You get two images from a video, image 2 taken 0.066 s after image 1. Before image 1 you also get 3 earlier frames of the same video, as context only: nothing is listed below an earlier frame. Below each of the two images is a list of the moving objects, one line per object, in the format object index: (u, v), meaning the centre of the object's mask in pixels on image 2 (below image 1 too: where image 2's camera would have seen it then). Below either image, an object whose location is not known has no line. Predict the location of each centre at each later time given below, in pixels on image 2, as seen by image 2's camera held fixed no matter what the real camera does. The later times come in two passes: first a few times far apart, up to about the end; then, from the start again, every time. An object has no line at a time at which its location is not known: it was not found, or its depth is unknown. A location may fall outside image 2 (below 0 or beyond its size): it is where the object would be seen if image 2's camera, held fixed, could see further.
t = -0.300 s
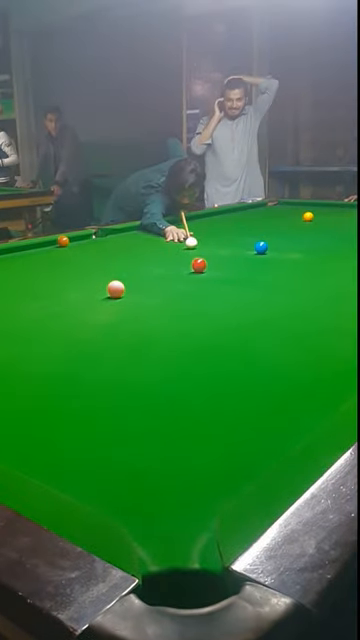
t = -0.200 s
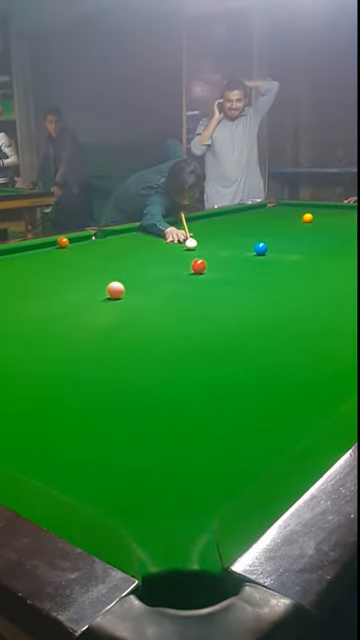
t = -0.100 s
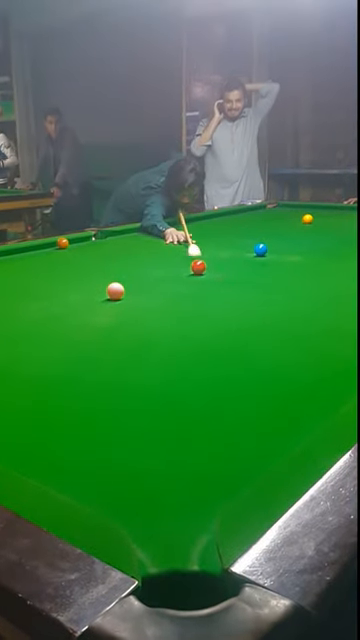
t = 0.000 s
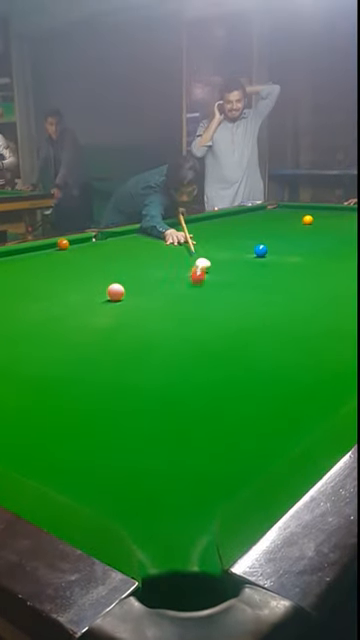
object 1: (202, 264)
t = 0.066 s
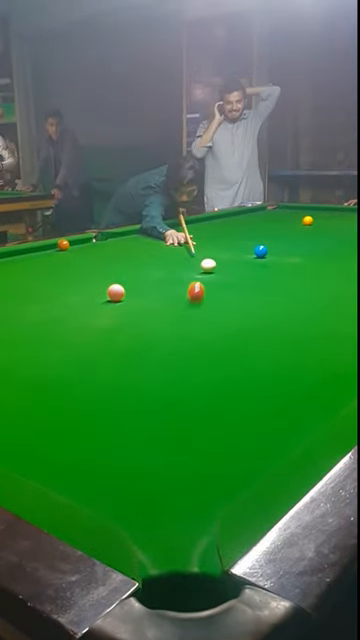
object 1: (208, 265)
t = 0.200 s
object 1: (216, 263)
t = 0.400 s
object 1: (227, 261)
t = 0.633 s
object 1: (239, 259)
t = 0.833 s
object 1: (248, 257)
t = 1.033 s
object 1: (256, 256)
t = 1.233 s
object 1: (263, 255)
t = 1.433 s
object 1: (269, 254)
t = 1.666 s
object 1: (276, 253)
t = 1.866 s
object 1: (281, 252)
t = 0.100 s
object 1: (210, 264)
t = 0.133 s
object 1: (212, 264)
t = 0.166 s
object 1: (214, 263)
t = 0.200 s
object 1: (216, 263)
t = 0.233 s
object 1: (218, 263)
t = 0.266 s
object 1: (220, 262)
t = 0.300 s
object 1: (222, 262)
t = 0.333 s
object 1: (224, 261)
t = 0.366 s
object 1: (225, 261)
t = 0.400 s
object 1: (227, 261)
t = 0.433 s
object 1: (229, 260)
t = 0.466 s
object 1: (231, 260)
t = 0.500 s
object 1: (232, 260)
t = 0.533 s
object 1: (234, 260)
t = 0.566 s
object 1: (236, 259)
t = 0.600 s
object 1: (238, 259)
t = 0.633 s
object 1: (239, 259)
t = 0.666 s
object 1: (241, 258)
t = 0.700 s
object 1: (242, 258)
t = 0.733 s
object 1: (244, 258)
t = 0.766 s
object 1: (245, 258)
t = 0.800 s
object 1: (246, 258)
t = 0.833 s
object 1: (248, 257)
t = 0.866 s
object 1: (249, 257)
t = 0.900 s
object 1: (251, 257)
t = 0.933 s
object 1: (252, 257)
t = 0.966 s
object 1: (253, 256)
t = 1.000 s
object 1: (254, 256)
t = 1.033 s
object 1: (256, 256)
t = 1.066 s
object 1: (257, 256)
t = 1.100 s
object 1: (258, 255)
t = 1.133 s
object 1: (260, 255)
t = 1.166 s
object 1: (261, 255)
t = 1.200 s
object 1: (262, 255)
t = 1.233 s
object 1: (263, 255)
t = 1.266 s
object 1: (264, 254)
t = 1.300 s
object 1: (265, 254)
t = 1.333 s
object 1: (266, 254)
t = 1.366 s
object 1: (267, 254)
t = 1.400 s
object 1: (268, 254)
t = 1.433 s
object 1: (269, 254)
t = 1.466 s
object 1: (270, 253)
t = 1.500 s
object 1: (271, 253)
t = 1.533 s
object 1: (272, 253)
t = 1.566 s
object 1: (273, 253)
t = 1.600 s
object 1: (273, 253)
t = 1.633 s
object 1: (275, 253)
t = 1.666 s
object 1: (276, 253)
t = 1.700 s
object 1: (277, 253)
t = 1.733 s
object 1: (278, 252)
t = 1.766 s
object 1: (278, 252)
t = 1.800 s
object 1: (280, 252)
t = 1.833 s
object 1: (281, 252)
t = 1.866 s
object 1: (281, 252)
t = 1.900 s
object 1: (282, 252)
